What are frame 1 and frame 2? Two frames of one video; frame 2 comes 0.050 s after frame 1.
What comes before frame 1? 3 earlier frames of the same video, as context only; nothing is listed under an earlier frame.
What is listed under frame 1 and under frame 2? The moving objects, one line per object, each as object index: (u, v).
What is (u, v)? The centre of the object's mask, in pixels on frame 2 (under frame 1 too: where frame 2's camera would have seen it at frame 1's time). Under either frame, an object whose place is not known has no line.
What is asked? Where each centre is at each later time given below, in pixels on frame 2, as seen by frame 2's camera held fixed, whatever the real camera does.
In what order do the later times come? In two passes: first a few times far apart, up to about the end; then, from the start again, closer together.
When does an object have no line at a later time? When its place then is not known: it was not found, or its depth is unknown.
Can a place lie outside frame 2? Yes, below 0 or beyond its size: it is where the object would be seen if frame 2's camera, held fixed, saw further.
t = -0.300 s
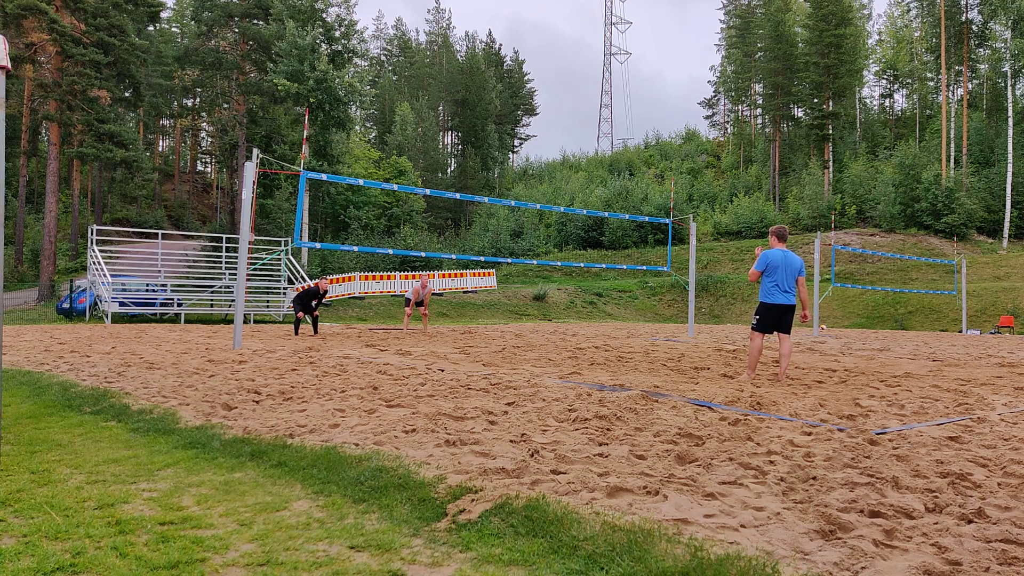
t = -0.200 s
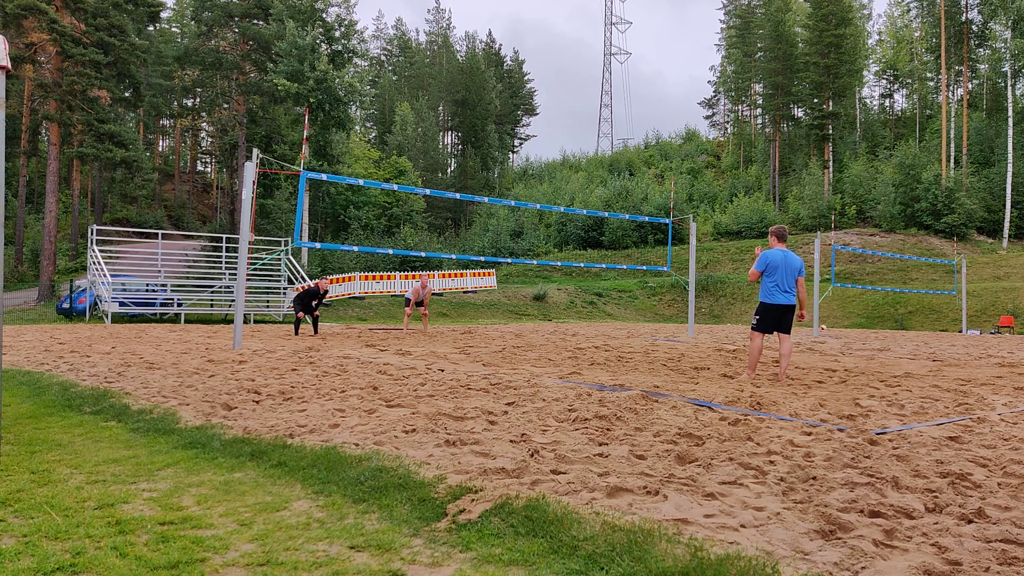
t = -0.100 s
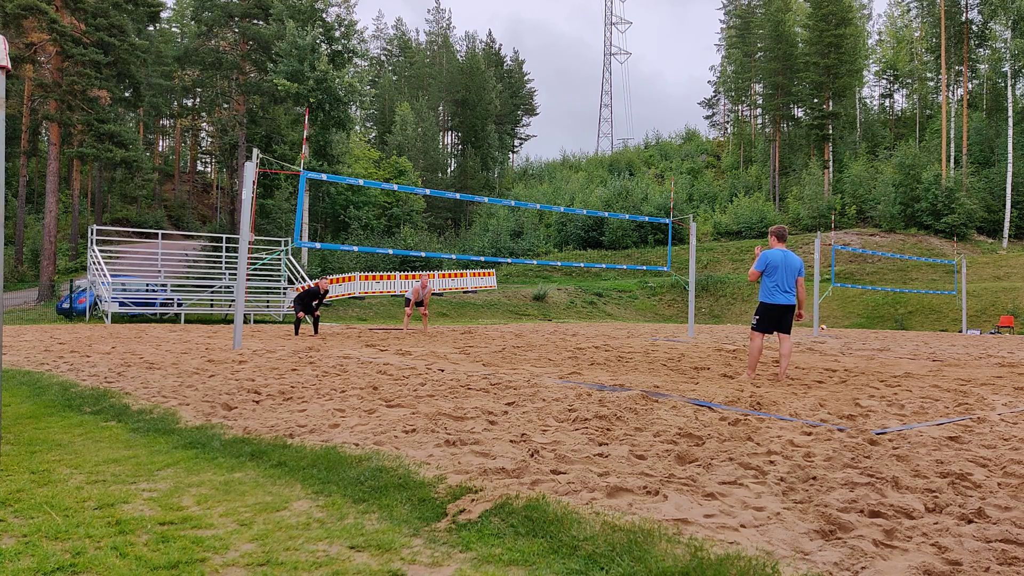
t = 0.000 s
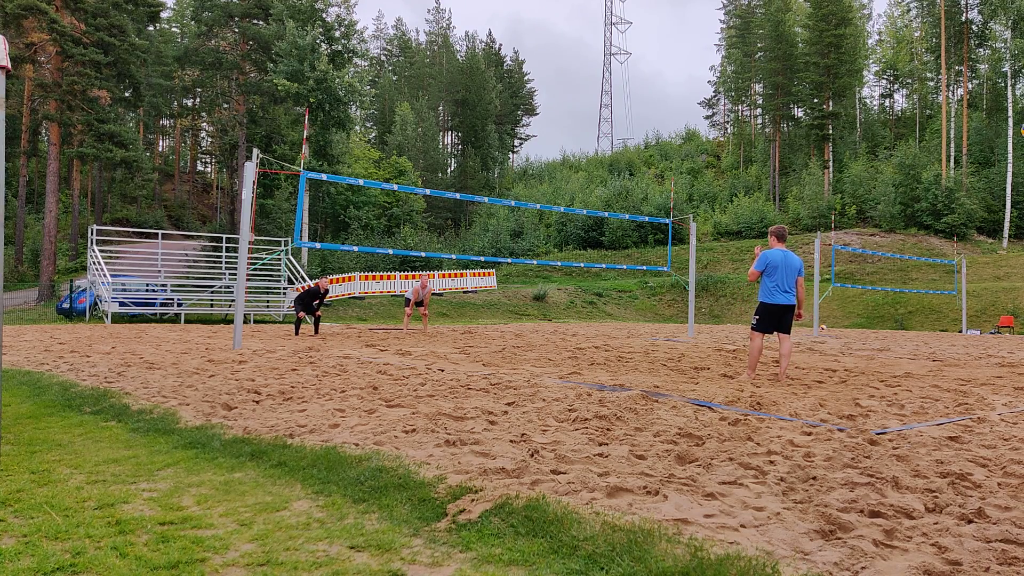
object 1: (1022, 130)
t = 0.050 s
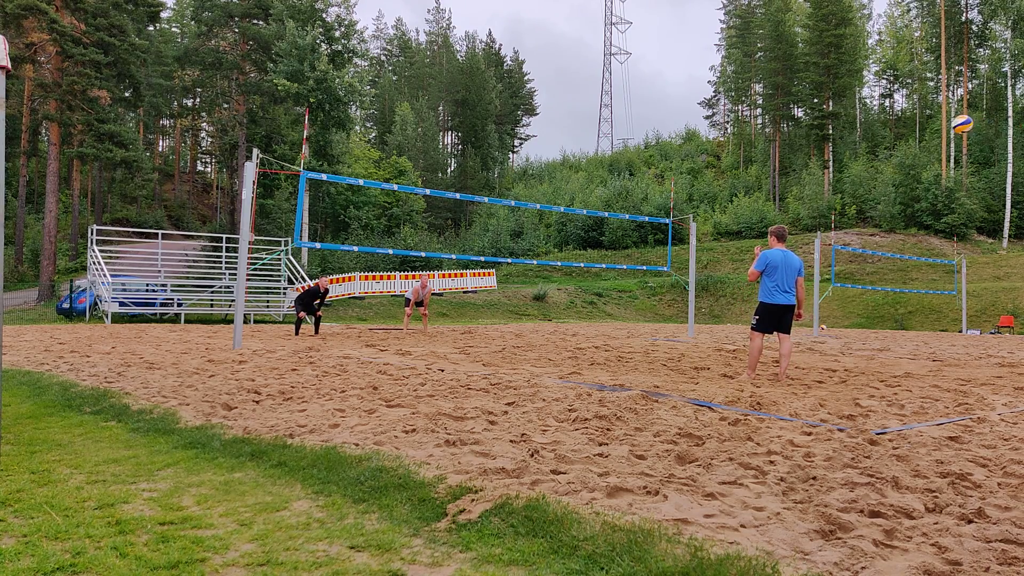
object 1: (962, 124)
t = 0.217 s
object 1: (771, 125)
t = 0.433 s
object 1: (590, 157)
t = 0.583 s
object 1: (494, 190)
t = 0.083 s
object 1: (919, 122)
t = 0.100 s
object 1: (899, 121)
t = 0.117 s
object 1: (879, 122)
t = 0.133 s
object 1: (859, 121)
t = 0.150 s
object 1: (841, 121)
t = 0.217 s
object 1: (771, 125)
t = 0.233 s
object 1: (756, 127)
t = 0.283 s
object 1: (710, 132)
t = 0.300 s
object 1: (695, 134)
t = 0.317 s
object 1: (681, 136)
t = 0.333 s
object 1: (666, 139)
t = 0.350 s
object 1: (653, 141)
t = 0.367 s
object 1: (640, 145)
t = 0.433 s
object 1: (590, 157)
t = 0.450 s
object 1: (578, 160)
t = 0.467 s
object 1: (567, 163)
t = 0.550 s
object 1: (514, 182)
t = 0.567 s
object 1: (504, 186)
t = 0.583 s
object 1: (494, 190)
